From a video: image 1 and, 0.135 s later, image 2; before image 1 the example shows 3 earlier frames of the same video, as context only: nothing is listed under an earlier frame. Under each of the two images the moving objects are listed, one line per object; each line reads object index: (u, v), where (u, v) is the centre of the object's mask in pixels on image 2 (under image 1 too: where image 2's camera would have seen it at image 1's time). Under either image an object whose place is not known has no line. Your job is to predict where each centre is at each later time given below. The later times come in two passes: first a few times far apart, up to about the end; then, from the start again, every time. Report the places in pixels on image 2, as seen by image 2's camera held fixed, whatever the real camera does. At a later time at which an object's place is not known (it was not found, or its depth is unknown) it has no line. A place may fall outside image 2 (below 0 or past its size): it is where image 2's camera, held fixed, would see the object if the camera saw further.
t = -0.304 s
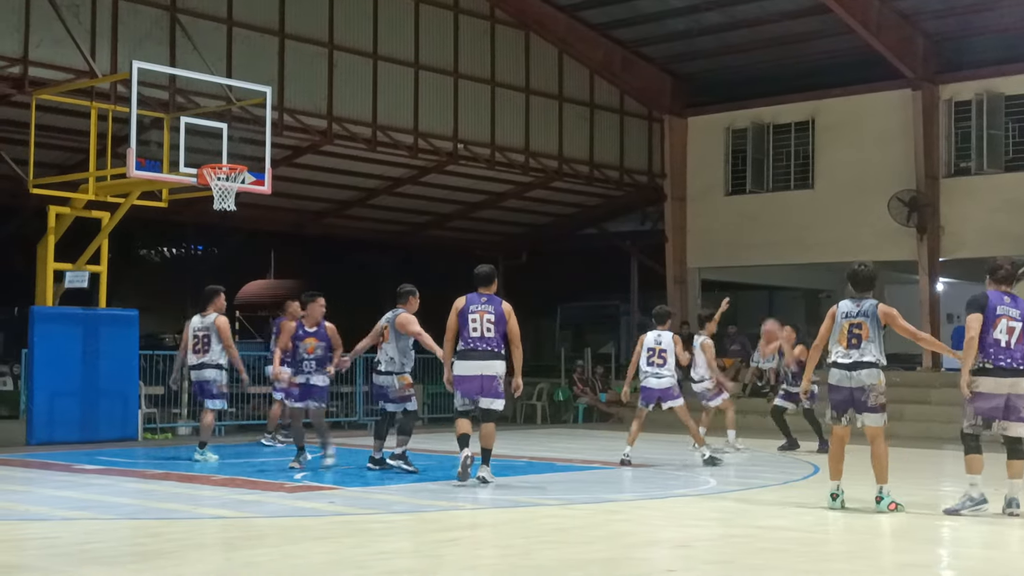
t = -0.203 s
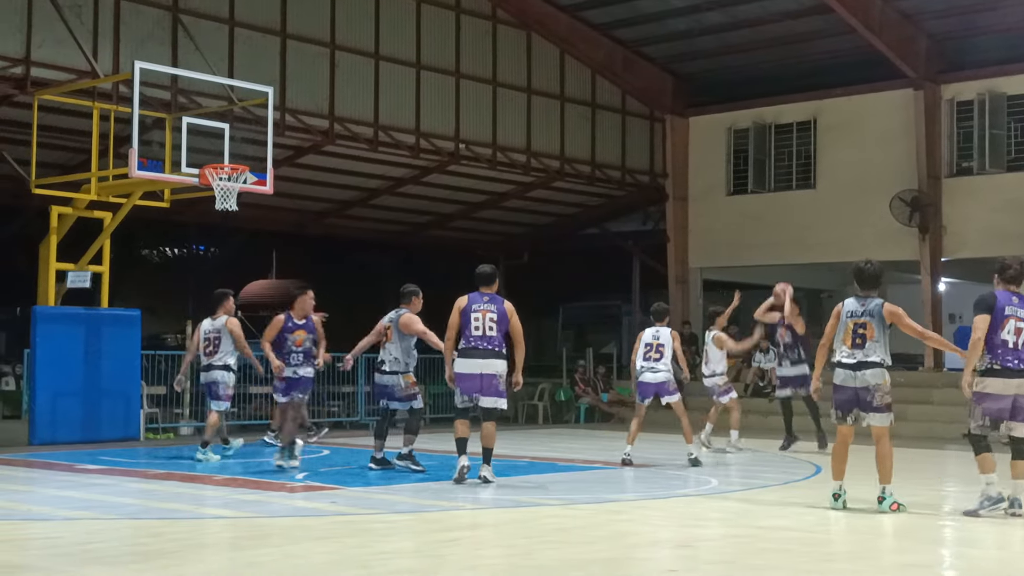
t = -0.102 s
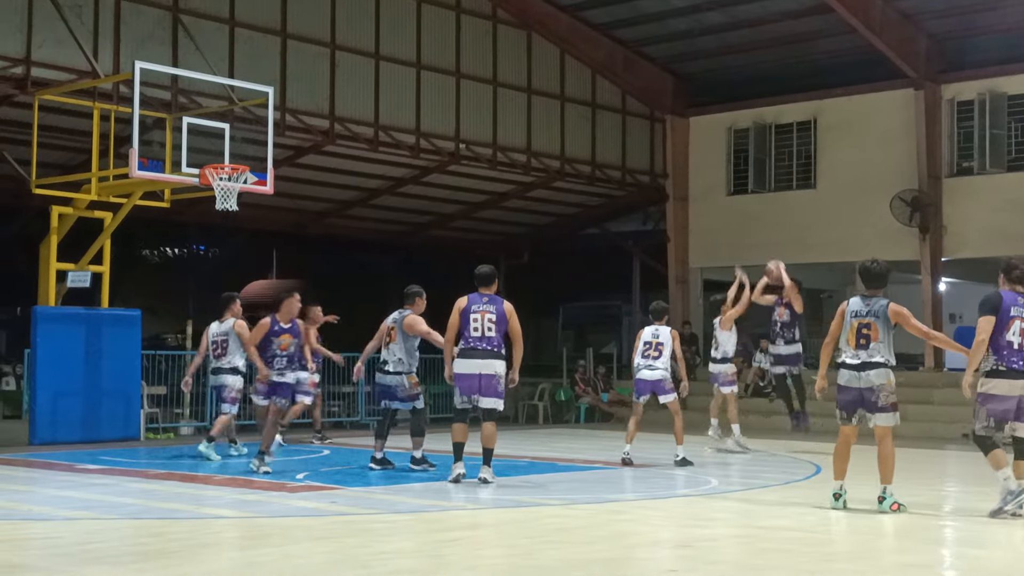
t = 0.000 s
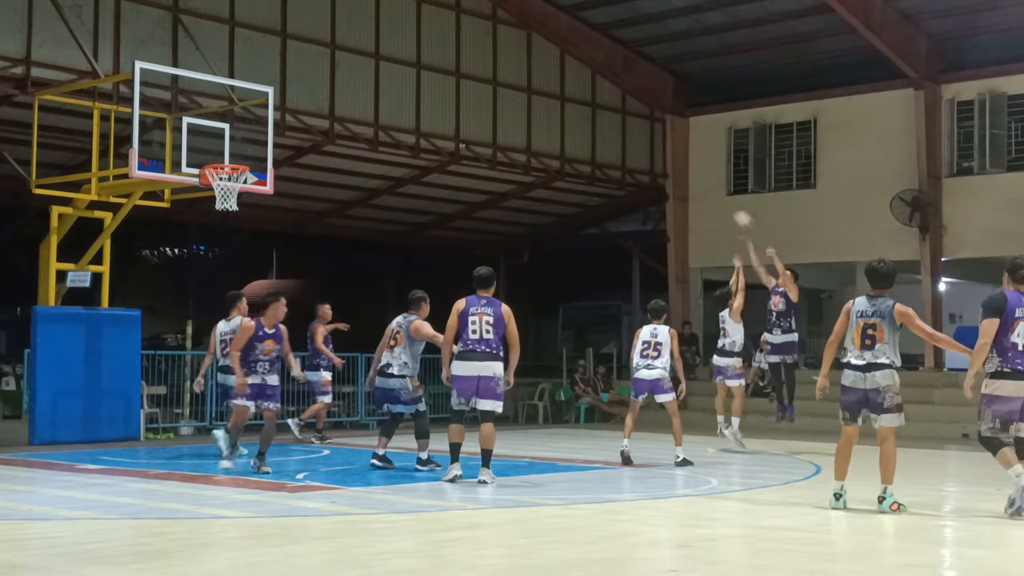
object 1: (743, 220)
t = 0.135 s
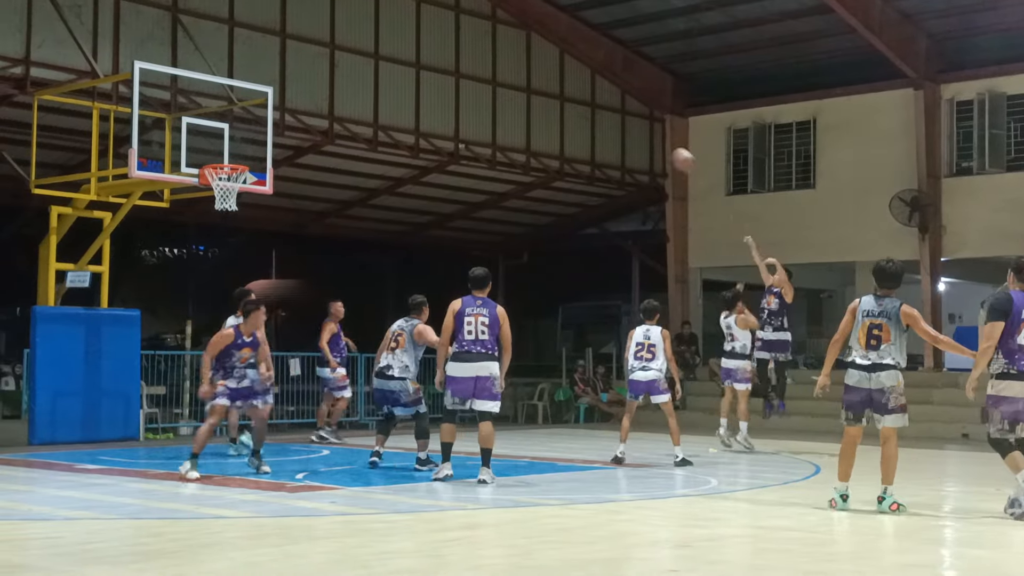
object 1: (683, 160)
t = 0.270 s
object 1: (623, 112)
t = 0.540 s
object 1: (501, 58)
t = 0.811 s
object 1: (374, 65)
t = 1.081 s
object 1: (242, 135)
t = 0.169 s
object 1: (668, 147)
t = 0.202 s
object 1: (653, 134)
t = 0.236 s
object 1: (638, 123)
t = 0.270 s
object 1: (623, 112)
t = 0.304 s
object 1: (608, 103)
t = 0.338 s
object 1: (593, 94)
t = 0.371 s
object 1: (577, 86)
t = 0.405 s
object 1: (562, 78)
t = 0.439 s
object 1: (547, 71)
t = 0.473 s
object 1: (532, 66)
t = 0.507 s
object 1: (516, 61)
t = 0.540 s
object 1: (501, 58)
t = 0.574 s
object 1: (485, 56)
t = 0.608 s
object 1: (469, 55)
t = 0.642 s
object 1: (453, 54)
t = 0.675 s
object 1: (438, 55)
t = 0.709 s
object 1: (421, 57)
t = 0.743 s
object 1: (405, 57)
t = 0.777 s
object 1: (389, 60)
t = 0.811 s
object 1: (374, 65)
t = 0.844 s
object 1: (358, 68)
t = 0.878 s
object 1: (340, 76)
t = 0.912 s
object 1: (324, 83)
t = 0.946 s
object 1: (308, 91)
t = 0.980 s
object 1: (291, 102)
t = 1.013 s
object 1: (276, 112)
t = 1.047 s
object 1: (257, 124)
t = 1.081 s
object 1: (242, 135)
